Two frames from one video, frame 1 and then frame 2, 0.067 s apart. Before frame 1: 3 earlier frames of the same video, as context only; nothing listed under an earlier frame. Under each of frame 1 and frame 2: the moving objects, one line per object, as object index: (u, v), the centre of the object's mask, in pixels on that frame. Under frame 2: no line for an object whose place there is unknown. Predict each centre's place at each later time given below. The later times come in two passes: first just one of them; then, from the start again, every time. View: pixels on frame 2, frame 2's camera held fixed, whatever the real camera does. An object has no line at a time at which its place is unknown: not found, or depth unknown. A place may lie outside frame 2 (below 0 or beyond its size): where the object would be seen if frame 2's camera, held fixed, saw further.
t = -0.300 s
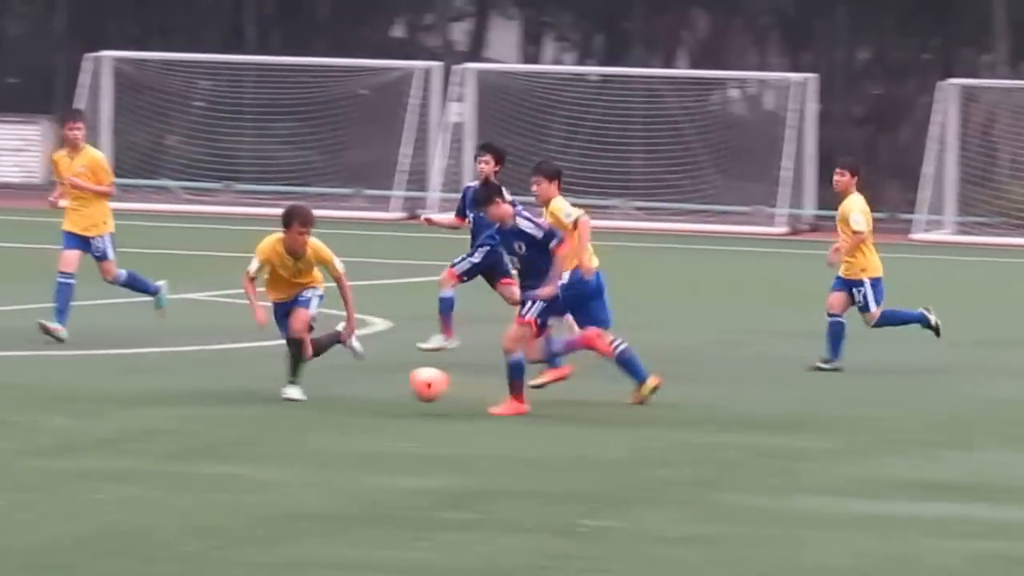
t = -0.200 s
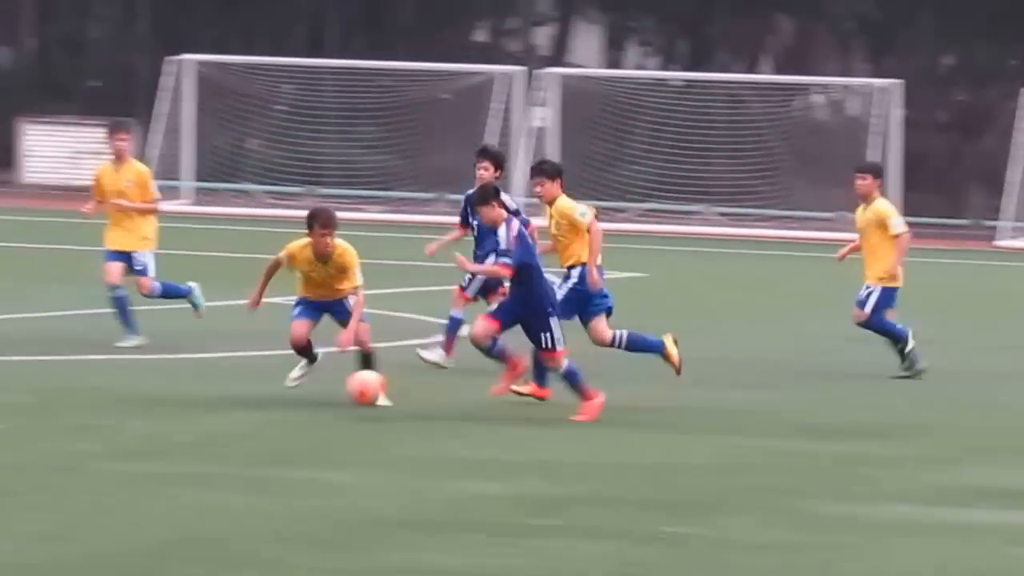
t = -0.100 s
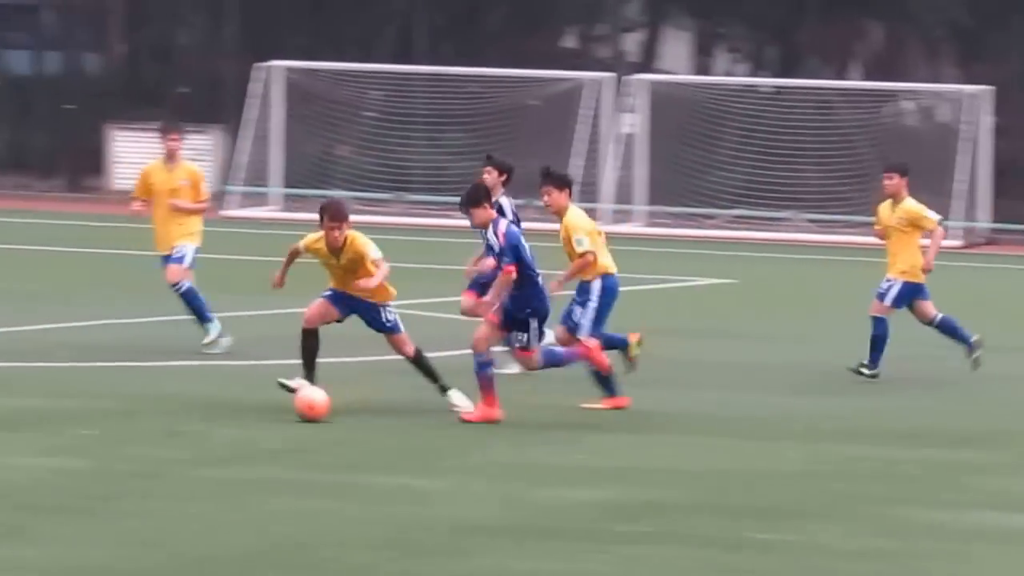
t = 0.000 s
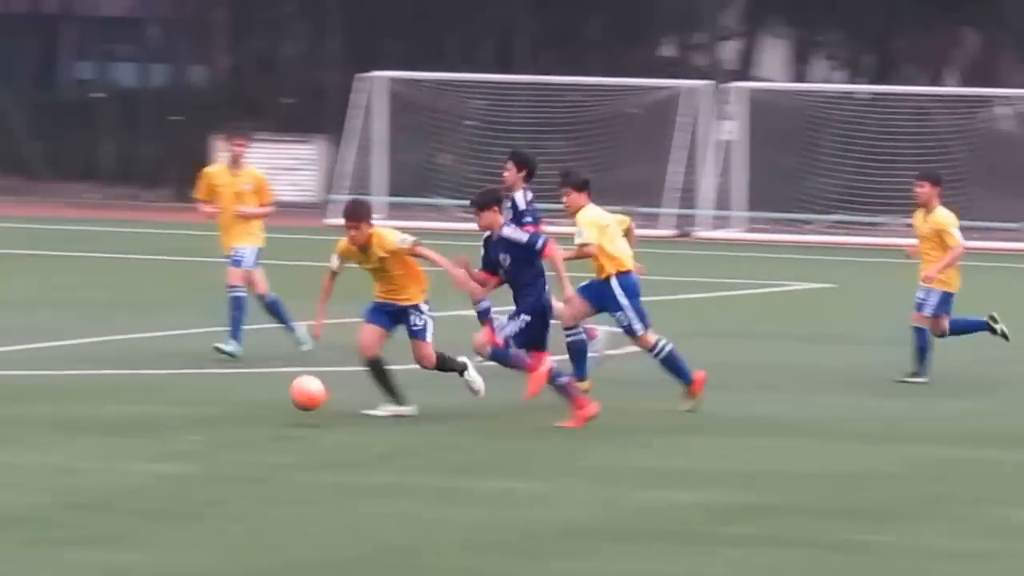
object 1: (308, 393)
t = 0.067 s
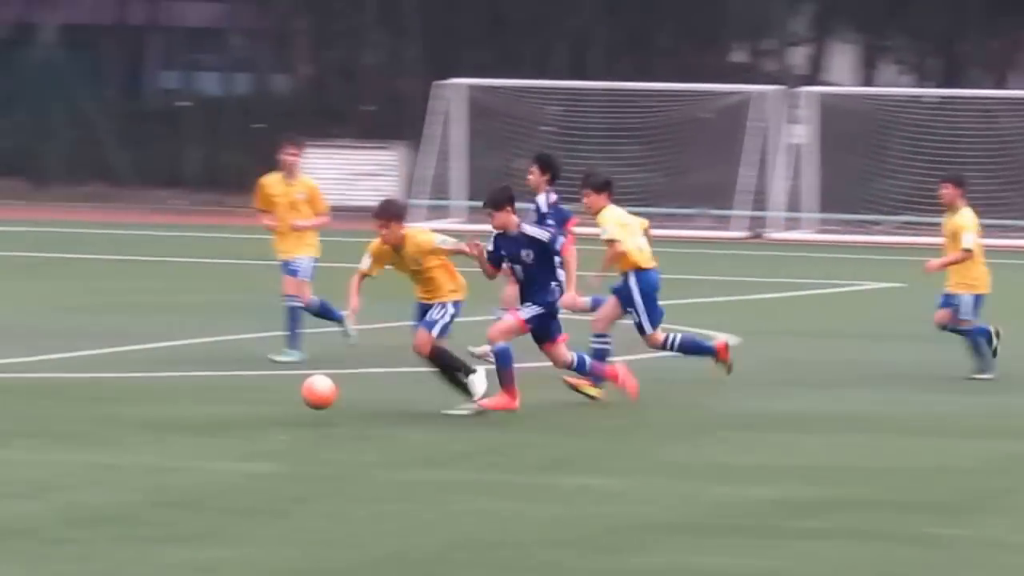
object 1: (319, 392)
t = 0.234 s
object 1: (145, 399)
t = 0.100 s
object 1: (283, 394)
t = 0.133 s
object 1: (247, 399)
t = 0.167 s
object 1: (211, 405)
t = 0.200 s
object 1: (177, 405)
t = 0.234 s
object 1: (145, 399)
